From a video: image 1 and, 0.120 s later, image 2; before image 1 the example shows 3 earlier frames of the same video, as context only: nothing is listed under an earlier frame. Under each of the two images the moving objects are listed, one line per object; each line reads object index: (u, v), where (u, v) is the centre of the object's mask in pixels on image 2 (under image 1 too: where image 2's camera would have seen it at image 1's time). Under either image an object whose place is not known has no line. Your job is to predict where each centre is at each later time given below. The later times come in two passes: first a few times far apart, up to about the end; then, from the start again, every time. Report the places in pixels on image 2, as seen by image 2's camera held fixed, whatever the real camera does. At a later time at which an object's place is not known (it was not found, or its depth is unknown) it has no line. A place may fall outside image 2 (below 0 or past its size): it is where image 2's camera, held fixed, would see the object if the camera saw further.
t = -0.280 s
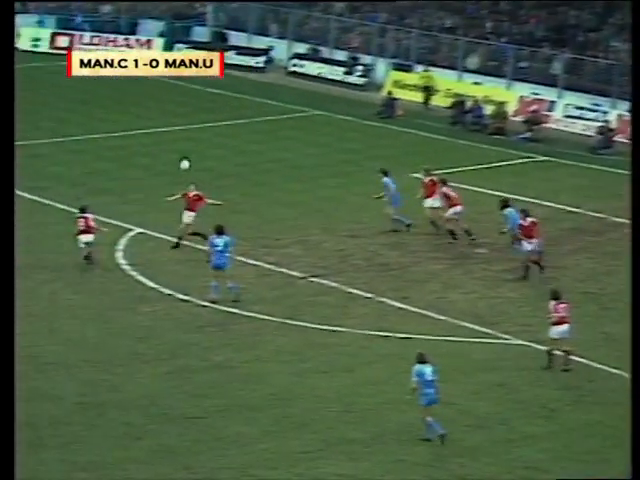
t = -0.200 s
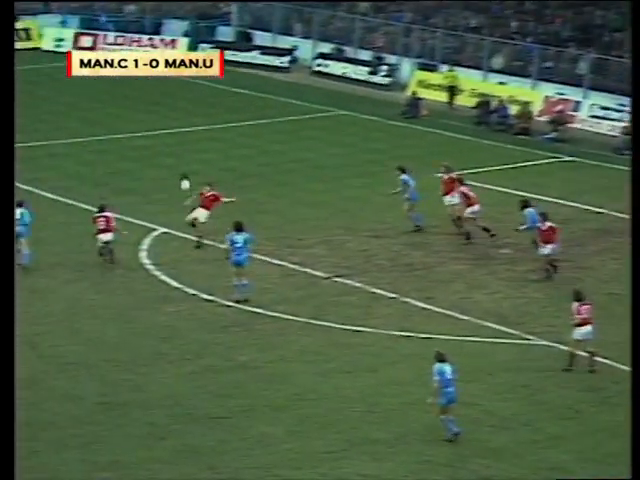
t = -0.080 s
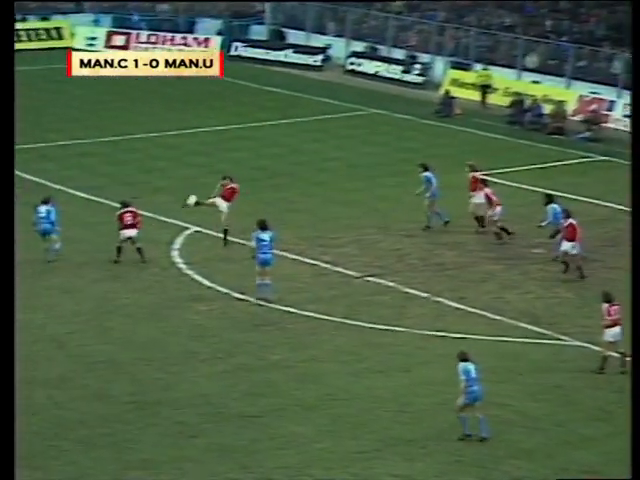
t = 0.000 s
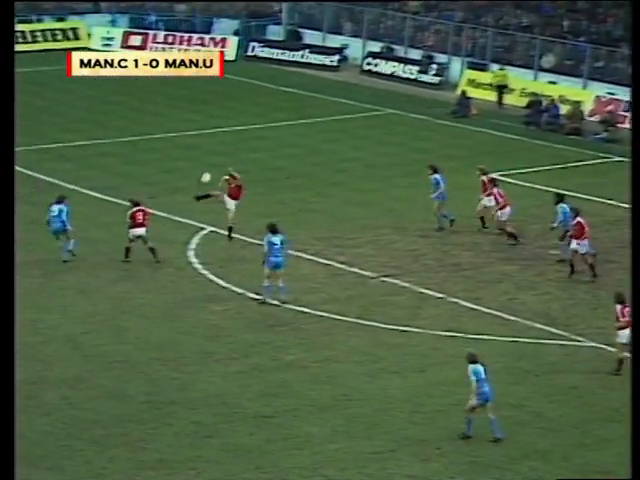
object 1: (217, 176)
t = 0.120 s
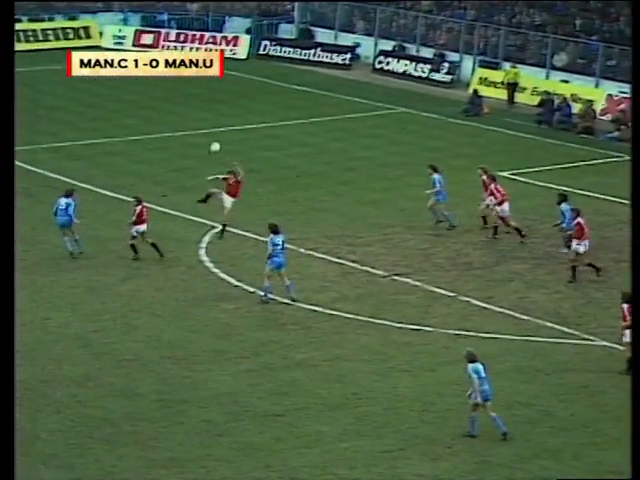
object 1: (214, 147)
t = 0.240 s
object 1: (212, 124)
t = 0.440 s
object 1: (208, 99)
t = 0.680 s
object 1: (200, 96)
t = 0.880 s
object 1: (194, 116)
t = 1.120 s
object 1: (187, 170)
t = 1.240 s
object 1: (182, 212)
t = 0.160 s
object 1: (213, 139)
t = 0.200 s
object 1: (212, 130)
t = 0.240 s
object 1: (212, 124)
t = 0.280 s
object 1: (211, 118)
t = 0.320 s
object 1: (210, 112)
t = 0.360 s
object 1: (209, 106)
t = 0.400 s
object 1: (209, 103)
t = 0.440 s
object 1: (208, 99)
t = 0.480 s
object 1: (207, 96)
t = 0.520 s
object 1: (205, 95)
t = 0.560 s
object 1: (204, 94)
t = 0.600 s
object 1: (202, 94)
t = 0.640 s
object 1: (201, 95)
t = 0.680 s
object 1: (200, 96)
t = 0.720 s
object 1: (199, 99)
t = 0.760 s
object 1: (197, 102)
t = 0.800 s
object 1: (196, 106)
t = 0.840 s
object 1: (196, 111)
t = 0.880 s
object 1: (194, 116)
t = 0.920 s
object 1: (193, 124)
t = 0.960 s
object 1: (191, 130)
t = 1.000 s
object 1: (191, 139)
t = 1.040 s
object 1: (189, 149)
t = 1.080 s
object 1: (188, 159)
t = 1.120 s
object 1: (187, 170)
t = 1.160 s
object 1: (185, 183)
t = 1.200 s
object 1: (184, 197)
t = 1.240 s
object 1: (182, 212)
